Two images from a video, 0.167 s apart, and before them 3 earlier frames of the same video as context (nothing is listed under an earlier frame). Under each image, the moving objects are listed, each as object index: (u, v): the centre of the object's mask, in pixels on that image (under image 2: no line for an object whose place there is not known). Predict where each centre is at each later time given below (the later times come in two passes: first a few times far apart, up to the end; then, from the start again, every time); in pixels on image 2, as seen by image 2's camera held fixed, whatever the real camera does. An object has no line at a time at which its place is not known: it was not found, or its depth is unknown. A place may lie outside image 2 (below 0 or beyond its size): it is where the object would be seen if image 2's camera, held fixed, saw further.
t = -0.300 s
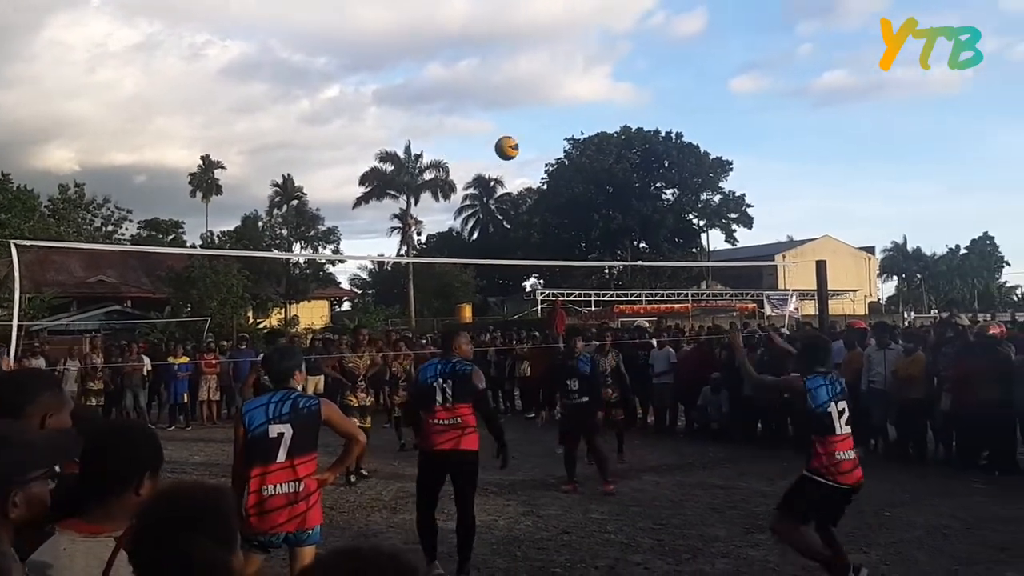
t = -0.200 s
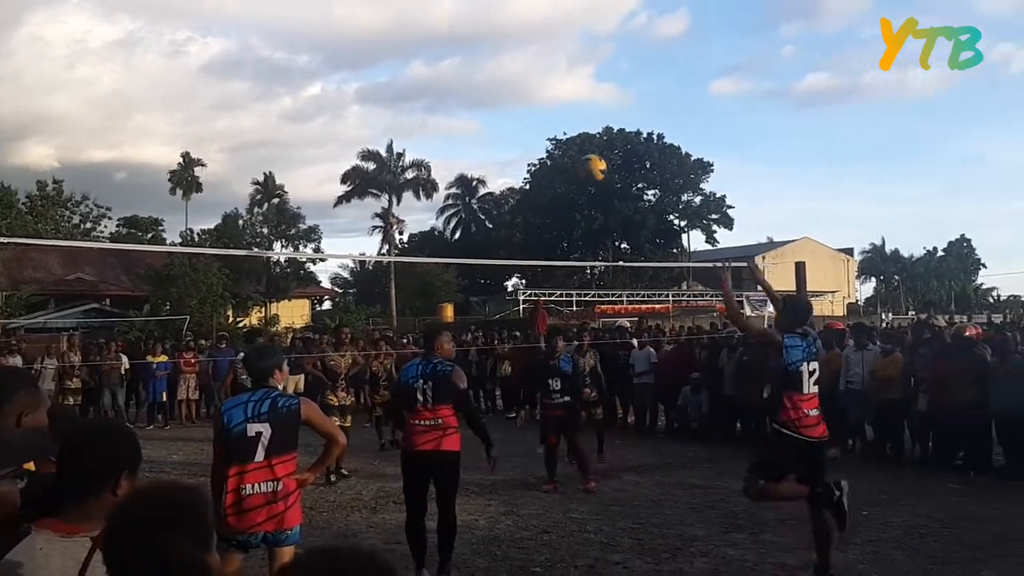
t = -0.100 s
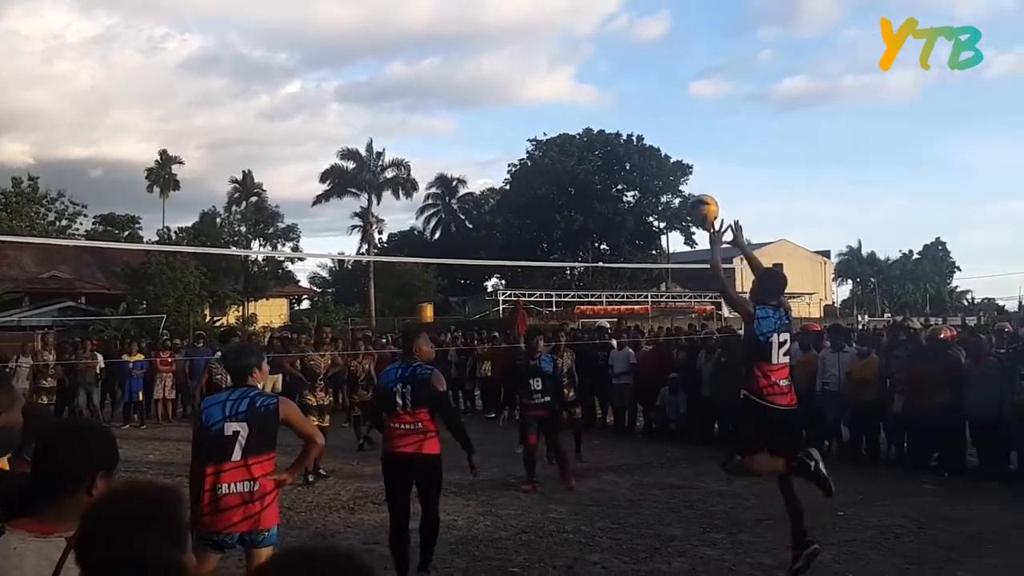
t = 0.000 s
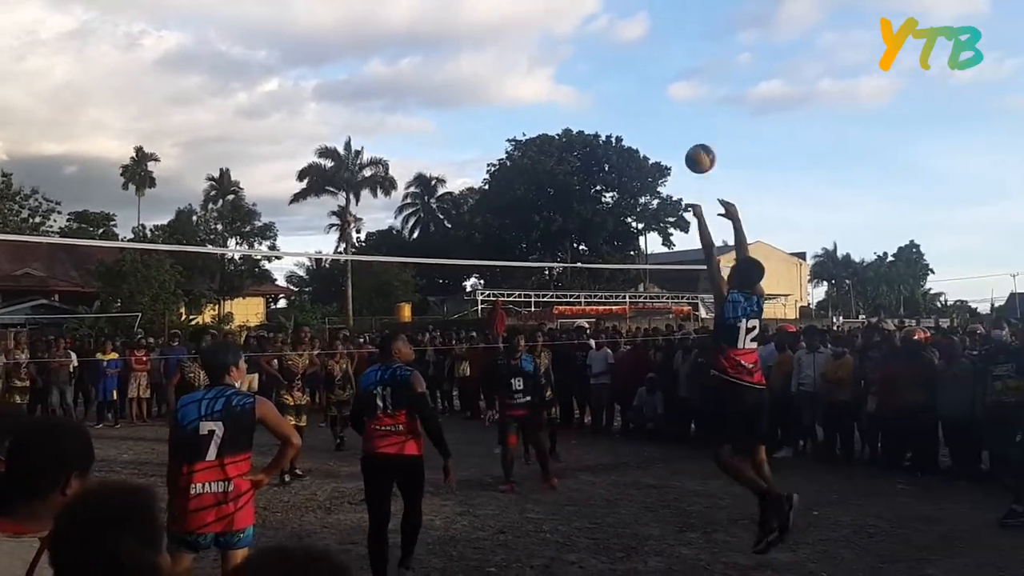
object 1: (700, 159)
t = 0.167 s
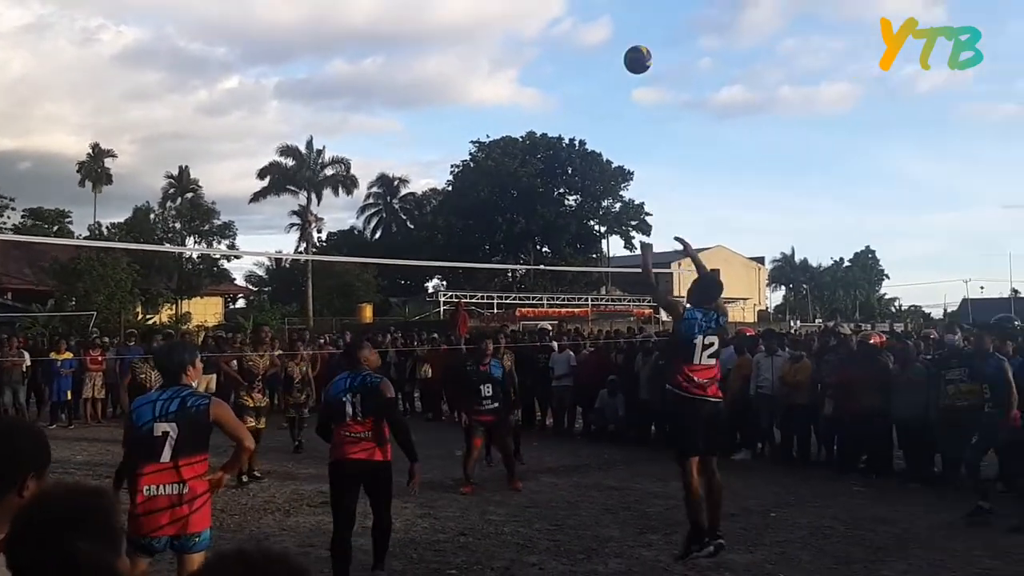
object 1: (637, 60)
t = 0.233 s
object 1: (627, 32)
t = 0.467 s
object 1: (597, -4)
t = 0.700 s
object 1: (571, 8)
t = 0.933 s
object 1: (549, 82)
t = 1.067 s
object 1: (547, 141)
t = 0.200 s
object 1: (633, 45)
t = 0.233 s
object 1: (627, 32)
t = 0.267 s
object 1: (623, 21)
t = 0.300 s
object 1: (619, 11)
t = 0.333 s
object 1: (614, 5)
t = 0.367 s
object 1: (610, 3)
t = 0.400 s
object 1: (605, -1)
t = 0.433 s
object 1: (601, -3)
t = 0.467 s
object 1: (597, -4)
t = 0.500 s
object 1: (593, -5)
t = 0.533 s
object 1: (589, -5)
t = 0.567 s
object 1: (585, -4)
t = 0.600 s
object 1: (582, -3)
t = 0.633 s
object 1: (578, -1)
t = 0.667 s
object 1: (574, 2)
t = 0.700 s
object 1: (571, 8)
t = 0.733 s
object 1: (568, 16)
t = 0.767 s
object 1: (564, 24)
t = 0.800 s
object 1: (561, 34)
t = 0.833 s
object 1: (559, 45)
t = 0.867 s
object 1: (555, 56)
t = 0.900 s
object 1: (552, 69)
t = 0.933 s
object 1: (549, 82)
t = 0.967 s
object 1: (546, 96)
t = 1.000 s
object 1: (543, 112)
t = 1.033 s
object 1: (545, 128)
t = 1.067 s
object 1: (547, 141)
